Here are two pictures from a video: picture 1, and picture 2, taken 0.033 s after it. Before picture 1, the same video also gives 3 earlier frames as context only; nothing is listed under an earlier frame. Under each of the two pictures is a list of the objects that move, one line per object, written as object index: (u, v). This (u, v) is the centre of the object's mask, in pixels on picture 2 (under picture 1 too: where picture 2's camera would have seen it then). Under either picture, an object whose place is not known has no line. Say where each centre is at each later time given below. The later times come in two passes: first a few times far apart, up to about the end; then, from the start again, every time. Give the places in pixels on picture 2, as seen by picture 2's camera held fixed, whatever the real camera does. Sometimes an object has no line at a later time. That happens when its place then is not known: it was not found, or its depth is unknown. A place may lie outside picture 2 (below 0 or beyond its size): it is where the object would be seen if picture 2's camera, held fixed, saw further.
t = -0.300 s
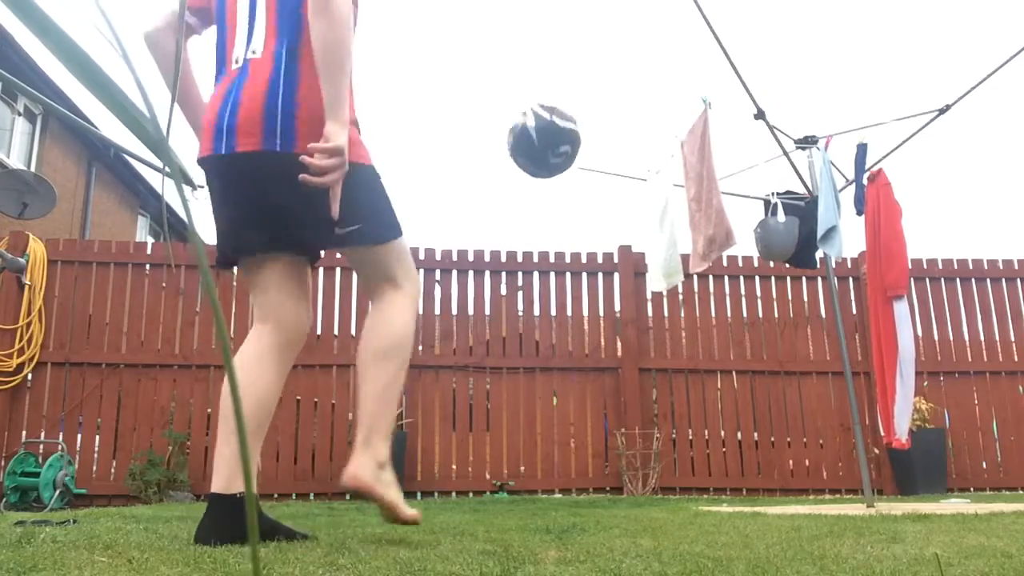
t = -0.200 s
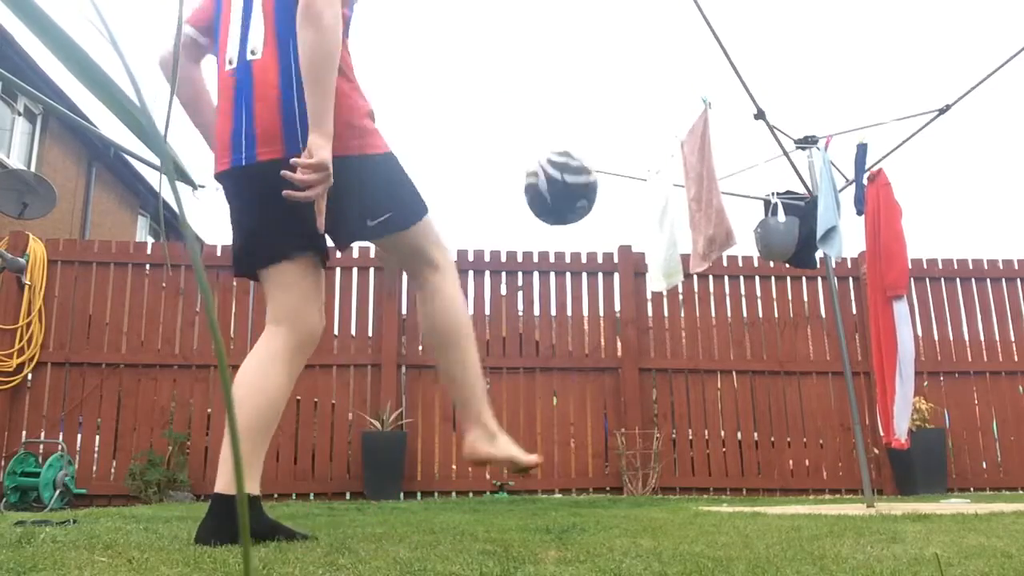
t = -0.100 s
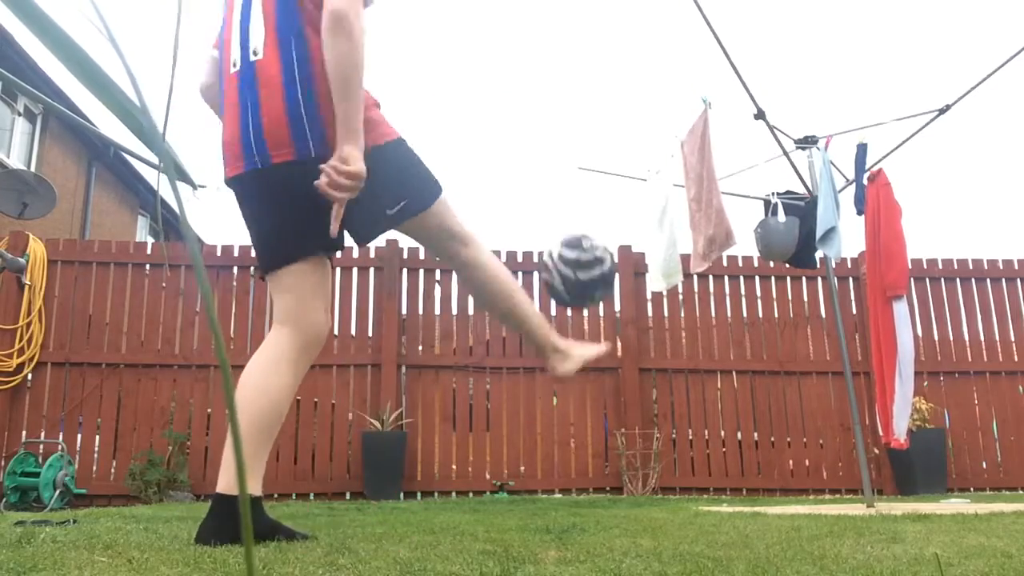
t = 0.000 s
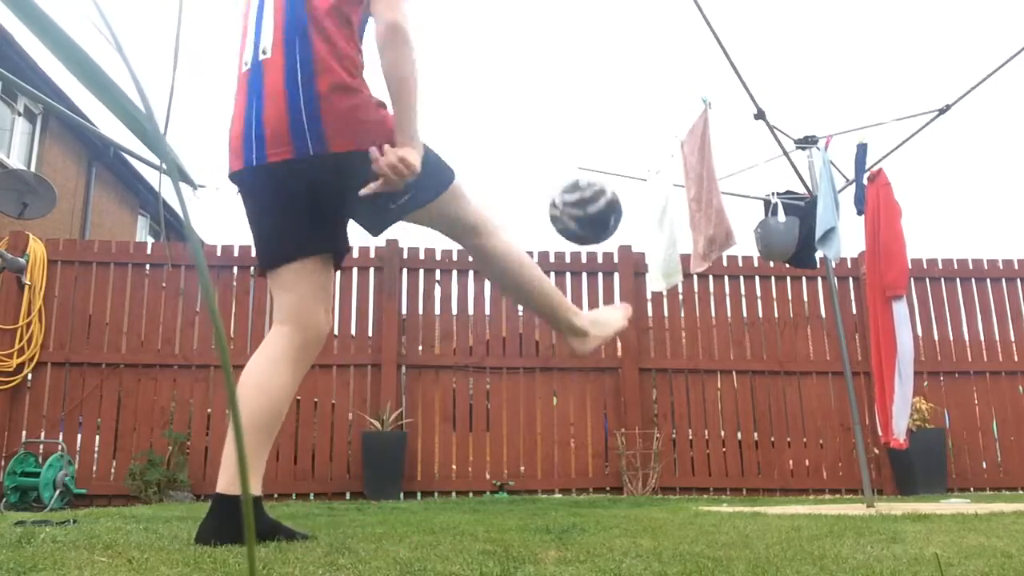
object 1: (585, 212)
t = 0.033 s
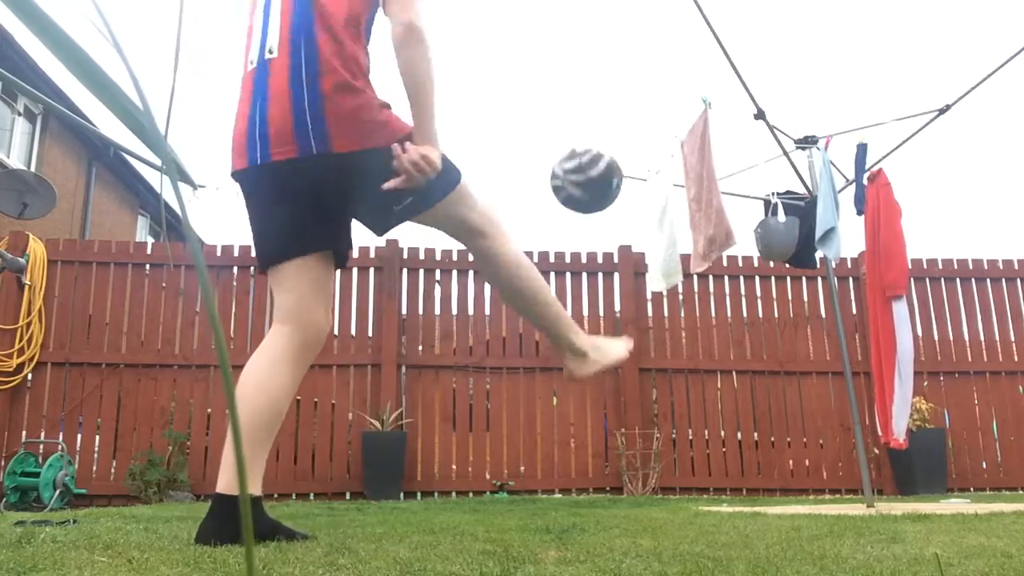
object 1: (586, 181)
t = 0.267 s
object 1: (594, 57)
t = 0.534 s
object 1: (607, 112)
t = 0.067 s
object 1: (587, 152)
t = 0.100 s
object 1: (589, 128)
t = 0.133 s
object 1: (589, 107)
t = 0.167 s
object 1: (590, 89)
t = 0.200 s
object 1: (592, 75)
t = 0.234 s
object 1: (593, 64)
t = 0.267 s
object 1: (594, 57)
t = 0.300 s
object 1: (595, 52)
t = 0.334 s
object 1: (596, 51)
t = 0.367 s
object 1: (598, 53)
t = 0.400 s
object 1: (600, 58)
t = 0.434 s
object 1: (602, 66)
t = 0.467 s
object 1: (603, 78)
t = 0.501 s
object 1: (605, 93)
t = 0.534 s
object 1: (607, 112)
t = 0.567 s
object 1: (609, 134)
